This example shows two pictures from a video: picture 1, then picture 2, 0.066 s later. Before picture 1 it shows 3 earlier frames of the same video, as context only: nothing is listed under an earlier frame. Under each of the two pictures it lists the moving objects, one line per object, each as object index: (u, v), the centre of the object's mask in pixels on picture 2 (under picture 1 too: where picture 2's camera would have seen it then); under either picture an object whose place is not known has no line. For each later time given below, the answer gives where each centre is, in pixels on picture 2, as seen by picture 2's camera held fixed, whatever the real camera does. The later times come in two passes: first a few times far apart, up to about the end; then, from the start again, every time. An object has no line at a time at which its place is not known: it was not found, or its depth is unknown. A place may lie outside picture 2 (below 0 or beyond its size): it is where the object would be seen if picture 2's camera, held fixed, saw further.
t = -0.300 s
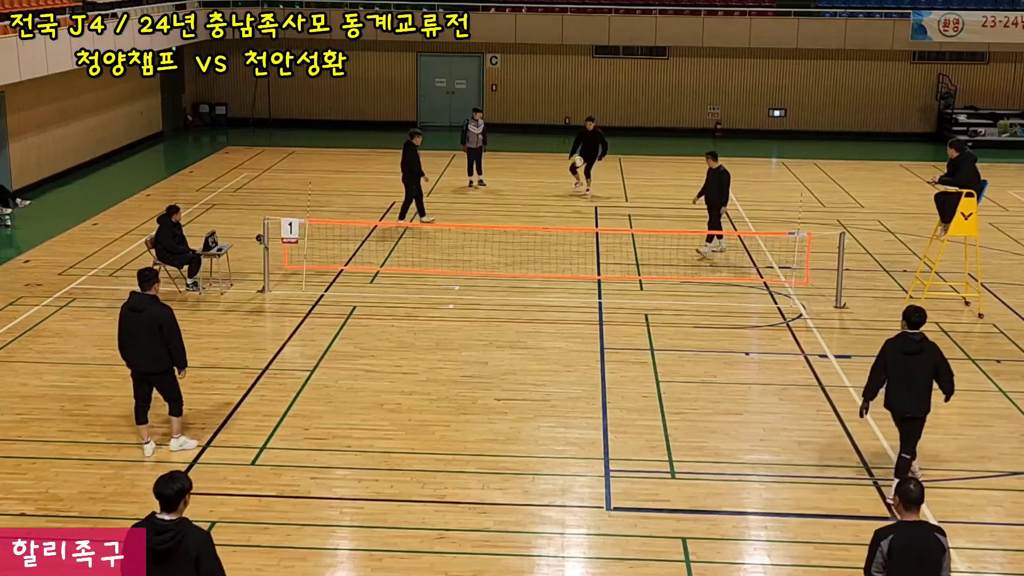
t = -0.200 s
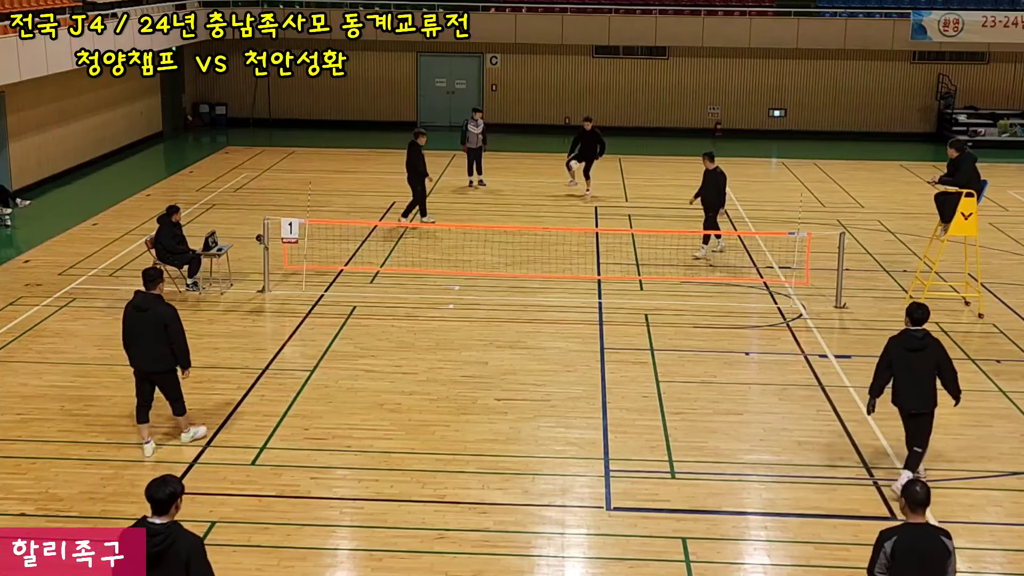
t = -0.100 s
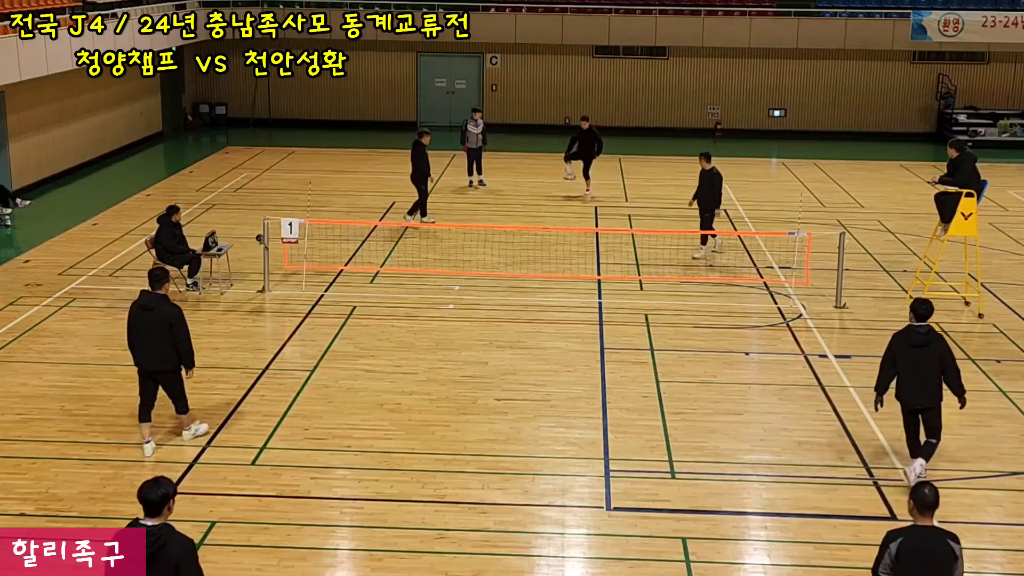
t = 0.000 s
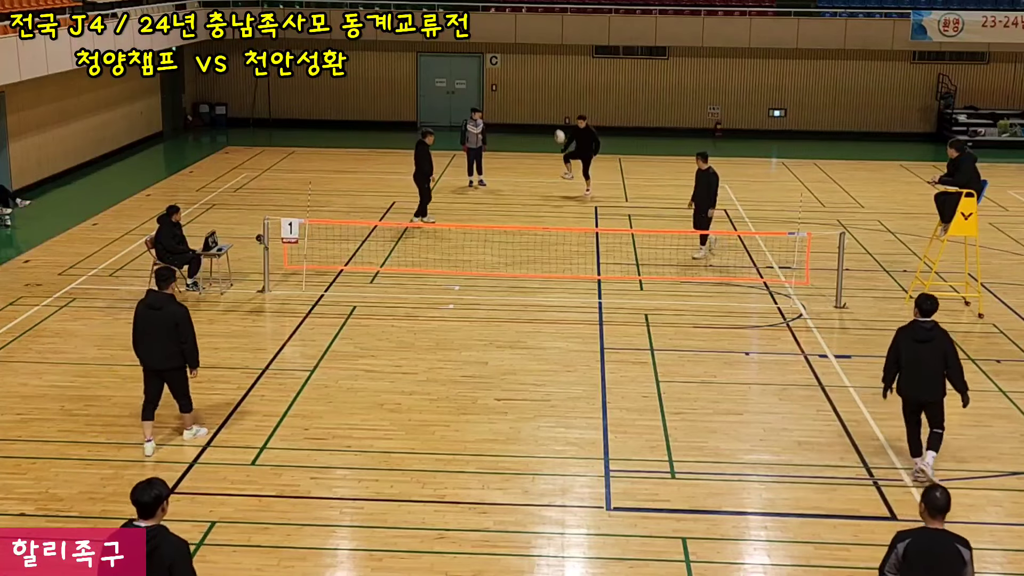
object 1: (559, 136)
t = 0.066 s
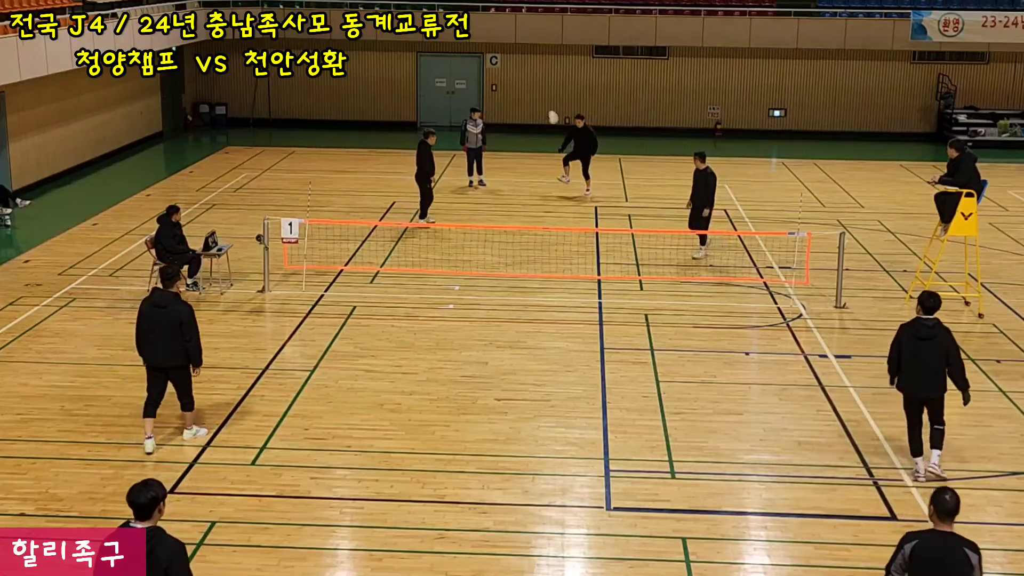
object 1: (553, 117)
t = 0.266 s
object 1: (532, 72)
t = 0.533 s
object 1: (501, 43)
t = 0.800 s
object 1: (469, 49)
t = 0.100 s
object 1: (549, 108)
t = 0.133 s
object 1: (546, 100)
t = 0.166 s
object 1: (542, 92)
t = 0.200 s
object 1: (539, 85)
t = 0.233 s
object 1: (535, 79)
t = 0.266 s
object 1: (532, 72)
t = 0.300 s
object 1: (528, 67)
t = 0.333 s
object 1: (524, 62)
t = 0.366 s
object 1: (520, 57)
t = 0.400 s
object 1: (517, 53)
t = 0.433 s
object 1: (513, 49)
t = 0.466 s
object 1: (509, 47)
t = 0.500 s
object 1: (505, 44)
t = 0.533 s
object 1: (501, 43)
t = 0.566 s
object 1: (497, 41)
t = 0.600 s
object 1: (493, 41)
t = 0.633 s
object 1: (489, 41)
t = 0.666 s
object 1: (485, 41)
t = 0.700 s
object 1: (481, 42)
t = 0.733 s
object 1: (477, 44)
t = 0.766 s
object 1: (473, 46)
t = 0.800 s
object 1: (469, 49)
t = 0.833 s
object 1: (465, 53)
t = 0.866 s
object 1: (461, 57)
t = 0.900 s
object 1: (457, 61)
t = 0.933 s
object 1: (452, 67)
